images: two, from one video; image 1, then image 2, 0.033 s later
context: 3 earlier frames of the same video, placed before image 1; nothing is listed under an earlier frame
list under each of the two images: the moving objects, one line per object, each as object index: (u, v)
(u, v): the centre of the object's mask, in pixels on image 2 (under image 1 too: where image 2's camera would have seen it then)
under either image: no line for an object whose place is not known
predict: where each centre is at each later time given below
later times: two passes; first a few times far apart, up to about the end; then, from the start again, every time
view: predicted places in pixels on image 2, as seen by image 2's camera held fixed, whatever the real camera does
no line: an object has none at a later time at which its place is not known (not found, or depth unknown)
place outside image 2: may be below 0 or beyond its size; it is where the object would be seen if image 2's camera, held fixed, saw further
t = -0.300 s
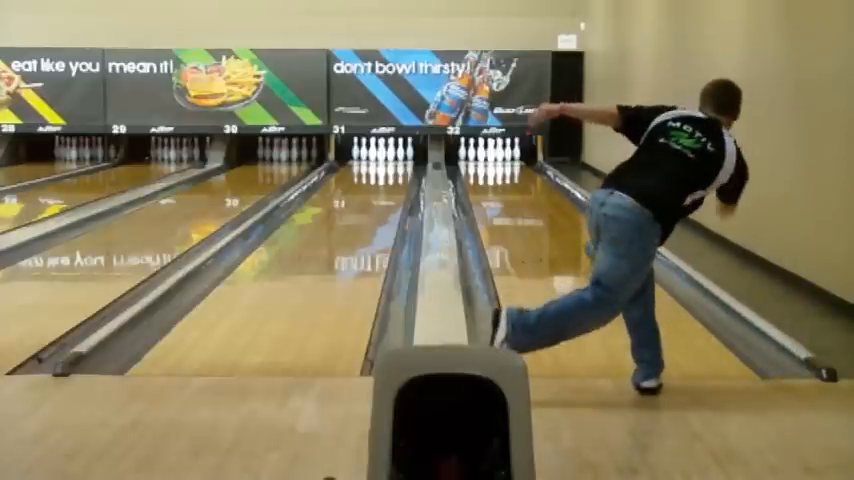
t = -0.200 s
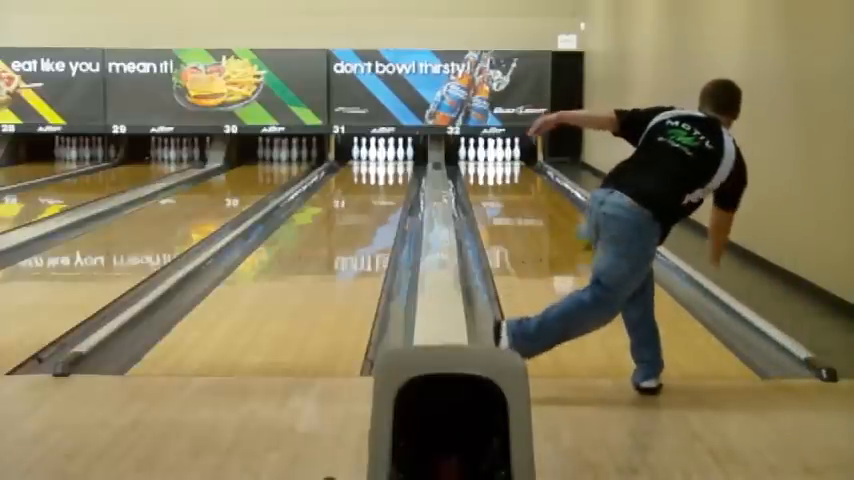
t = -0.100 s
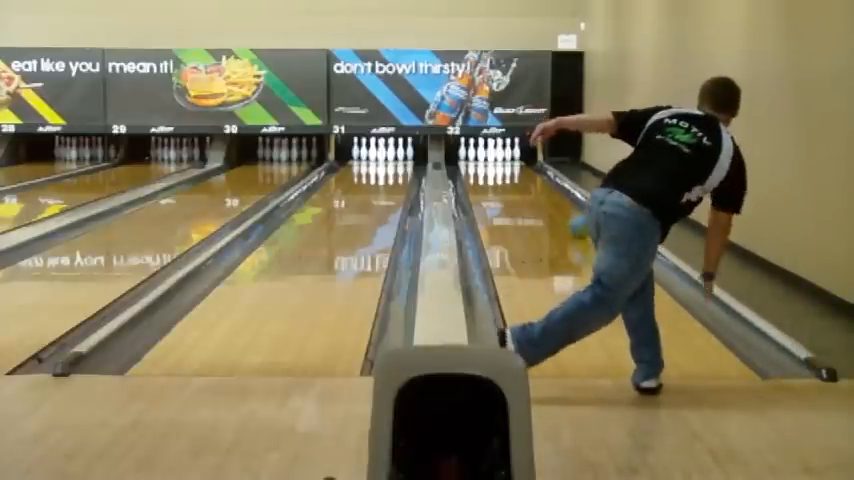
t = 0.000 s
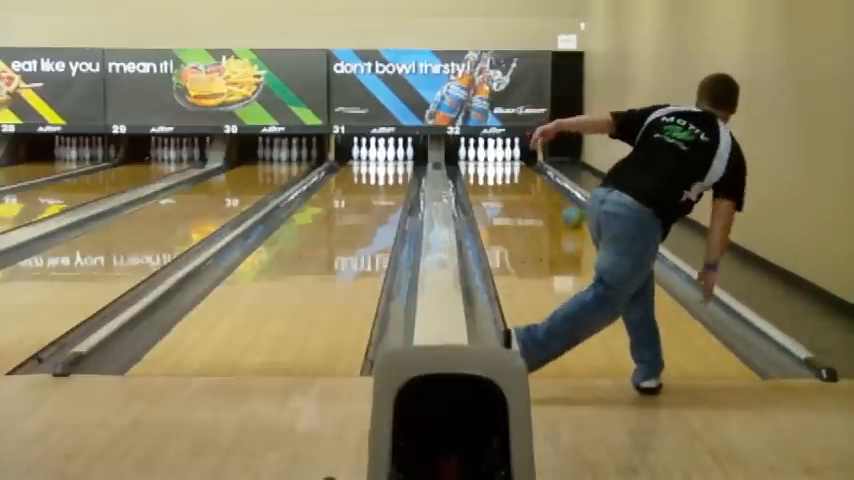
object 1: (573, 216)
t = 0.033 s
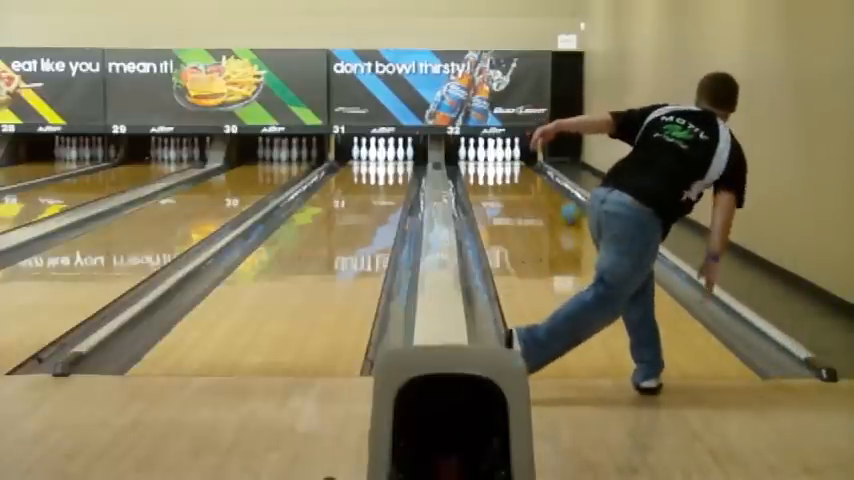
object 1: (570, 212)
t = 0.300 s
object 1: (554, 195)
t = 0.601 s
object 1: (538, 180)
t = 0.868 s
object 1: (527, 170)
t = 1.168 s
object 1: (512, 163)
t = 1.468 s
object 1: (495, 158)
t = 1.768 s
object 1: (490, 153)
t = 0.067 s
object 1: (567, 210)
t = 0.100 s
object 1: (567, 207)
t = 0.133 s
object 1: (564, 205)
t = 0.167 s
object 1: (562, 203)
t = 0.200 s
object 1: (560, 201)
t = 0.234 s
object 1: (558, 199)
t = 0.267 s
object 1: (556, 197)
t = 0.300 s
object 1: (554, 195)
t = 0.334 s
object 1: (552, 194)
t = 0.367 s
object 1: (551, 192)
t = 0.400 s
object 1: (549, 190)
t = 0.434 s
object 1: (546, 187)
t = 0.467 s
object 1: (545, 186)
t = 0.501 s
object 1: (543, 183)
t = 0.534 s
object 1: (541, 182)
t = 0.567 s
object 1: (540, 181)
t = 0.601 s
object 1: (538, 180)
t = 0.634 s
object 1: (536, 179)
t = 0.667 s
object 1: (535, 177)
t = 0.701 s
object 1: (534, 176)
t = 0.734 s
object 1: (532, 174)
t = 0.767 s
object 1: (530, 173)
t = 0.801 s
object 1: (530, 172)
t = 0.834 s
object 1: (528, 171)
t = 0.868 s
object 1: (527, 170)
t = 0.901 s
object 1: (527, 169)
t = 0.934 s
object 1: (526, 168)
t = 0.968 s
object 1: (524, 168)
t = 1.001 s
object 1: (520, 166)
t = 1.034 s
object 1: (519, 166)
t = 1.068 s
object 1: (518, 165)
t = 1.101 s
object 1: (515, 164)
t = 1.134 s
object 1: (513, 163)
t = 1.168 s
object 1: (512, 163)
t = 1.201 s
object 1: (509, 161)
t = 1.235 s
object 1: (508, 161)
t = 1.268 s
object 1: (505, 160)
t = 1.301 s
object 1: (503, 159)
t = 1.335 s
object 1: (501, 159)
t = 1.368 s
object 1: (500, 158)
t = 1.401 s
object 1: (499, 157)
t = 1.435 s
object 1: (497, 159)
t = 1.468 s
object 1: (495, 158)
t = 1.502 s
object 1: (496, 159)
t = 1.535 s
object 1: (493, 156)
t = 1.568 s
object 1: (493, 155)
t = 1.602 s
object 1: (492, 154)
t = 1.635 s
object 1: (492, 154)
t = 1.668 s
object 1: (492, 154)
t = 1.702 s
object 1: (491, 153)
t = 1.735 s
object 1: (490, 153)
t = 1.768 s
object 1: (490, 153)
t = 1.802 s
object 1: (489, 153)
